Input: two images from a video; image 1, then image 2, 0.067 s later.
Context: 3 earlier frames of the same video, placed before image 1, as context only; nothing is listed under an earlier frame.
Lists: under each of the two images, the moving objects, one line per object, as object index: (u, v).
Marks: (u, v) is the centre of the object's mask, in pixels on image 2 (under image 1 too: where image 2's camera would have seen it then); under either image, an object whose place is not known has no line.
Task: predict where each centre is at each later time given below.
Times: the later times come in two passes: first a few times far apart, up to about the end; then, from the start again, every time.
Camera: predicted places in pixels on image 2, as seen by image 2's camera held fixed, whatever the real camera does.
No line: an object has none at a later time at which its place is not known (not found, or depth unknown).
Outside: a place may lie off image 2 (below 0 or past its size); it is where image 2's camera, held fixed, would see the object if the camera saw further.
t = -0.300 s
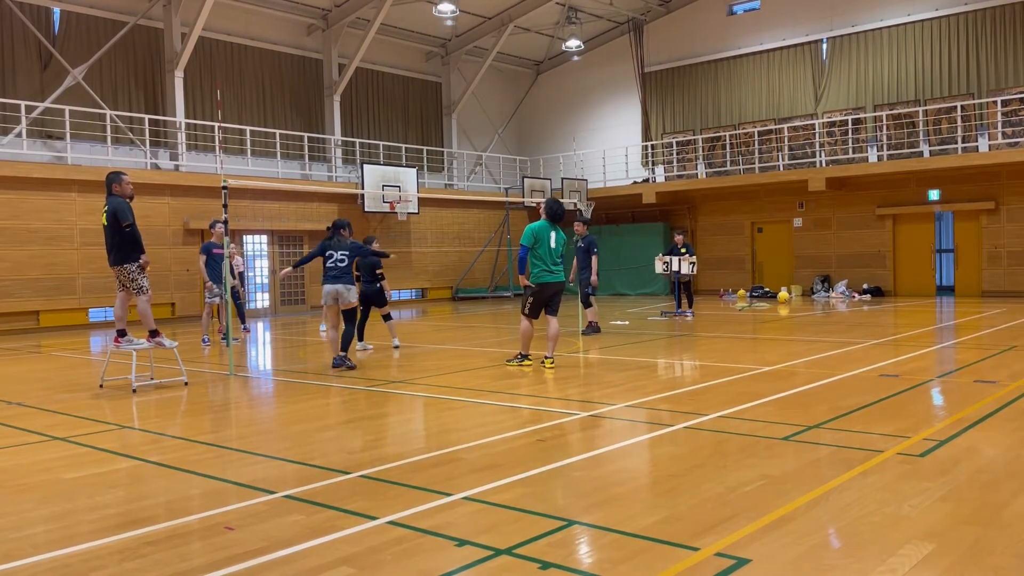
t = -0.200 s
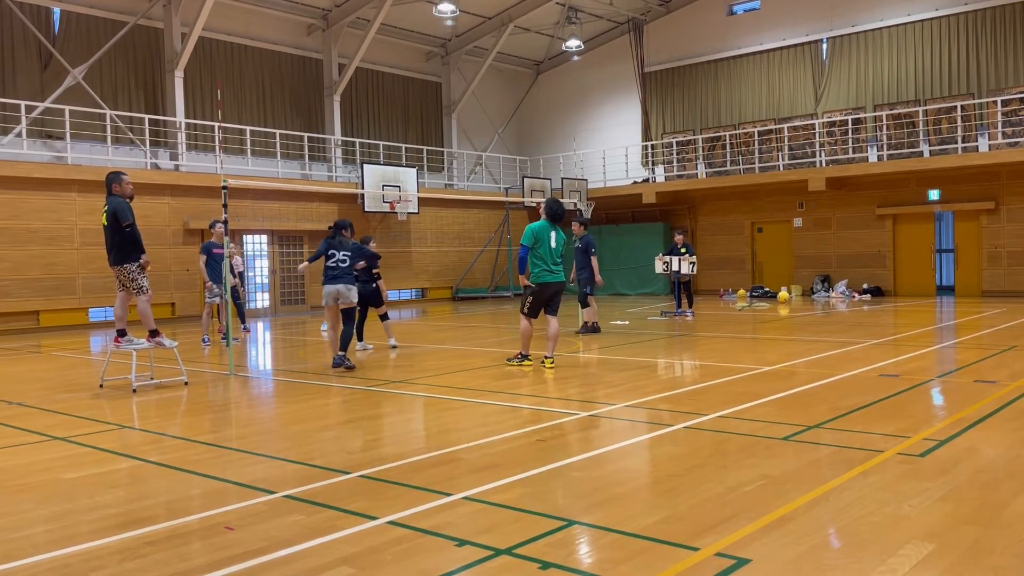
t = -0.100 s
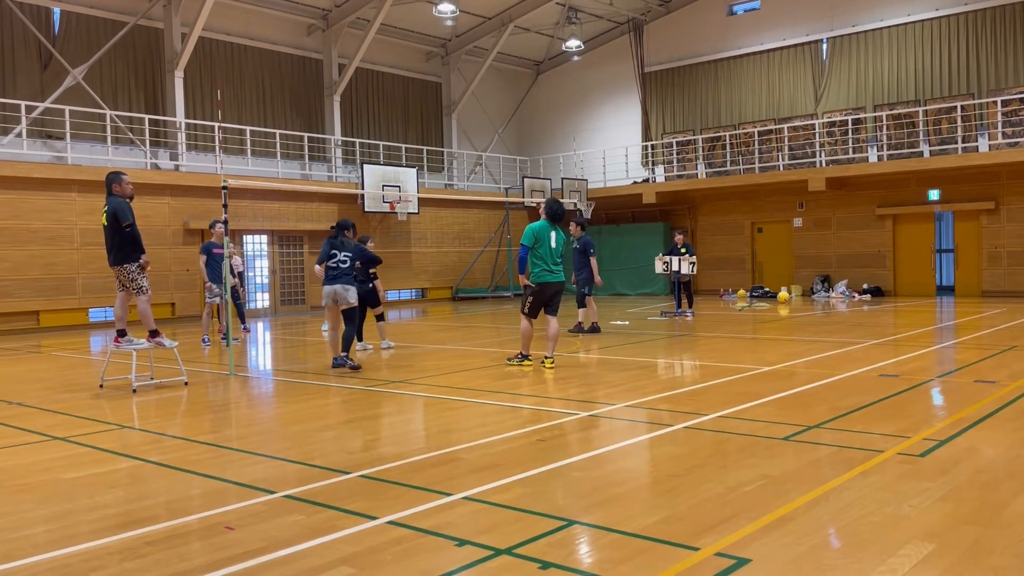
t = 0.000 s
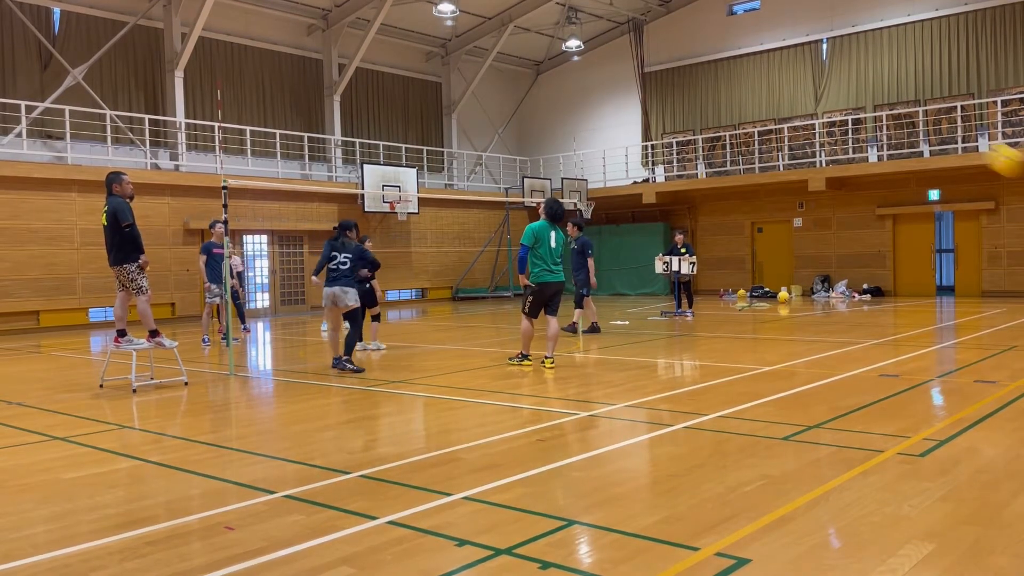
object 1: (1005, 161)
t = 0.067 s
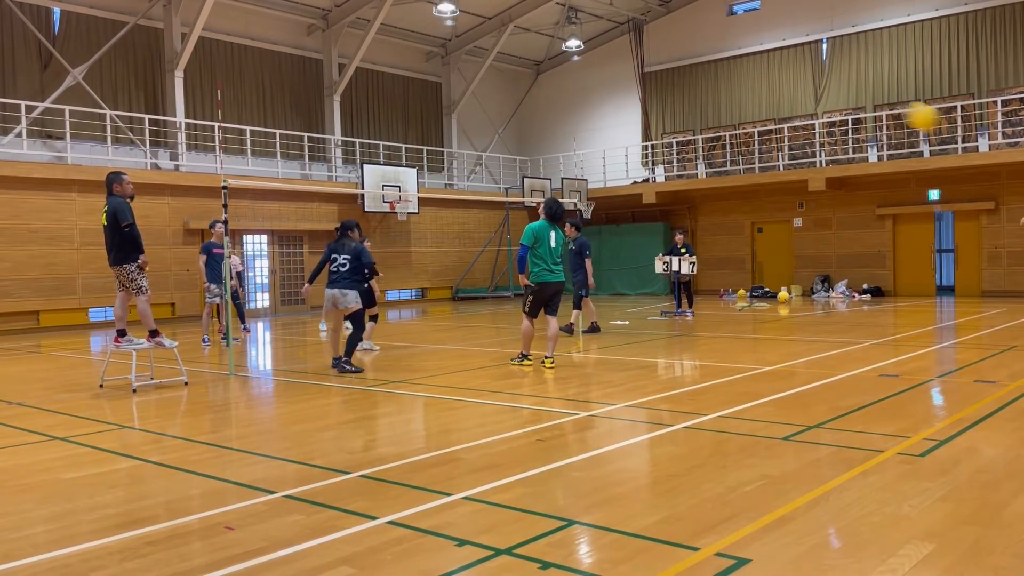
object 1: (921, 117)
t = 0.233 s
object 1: (756, 54)
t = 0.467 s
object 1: (585, 25)
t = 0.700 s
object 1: (466, 44)
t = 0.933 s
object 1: (376, 96)
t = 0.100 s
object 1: (885, 99)
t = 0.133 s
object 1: (850, 86)
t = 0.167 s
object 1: (816, 73)
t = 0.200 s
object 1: (785, 62)
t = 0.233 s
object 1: (756, 54)
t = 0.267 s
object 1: (727, 46)
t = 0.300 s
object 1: (700, 39)
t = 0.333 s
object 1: (675, 34)
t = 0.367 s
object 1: (651, 30)
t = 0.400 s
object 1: (629, 27)
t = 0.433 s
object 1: (607, 25)
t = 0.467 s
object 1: (585, 25)
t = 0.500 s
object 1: (567, 25)
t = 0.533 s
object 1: (548, 26)
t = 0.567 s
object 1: (530, 28)
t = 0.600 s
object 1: (513, 31)
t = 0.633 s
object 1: (496, 35)
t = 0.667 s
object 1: (481, 39)
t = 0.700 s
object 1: (466, 44)
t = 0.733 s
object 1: (451, 49)
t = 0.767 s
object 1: (437, 56)
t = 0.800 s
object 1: (424, 63)
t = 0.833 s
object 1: (411, 70)
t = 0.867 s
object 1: (398, 79)
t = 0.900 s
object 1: (387, 87)
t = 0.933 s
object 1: (376, 96)
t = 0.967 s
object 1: (365, 106)
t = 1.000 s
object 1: (354, 116)
